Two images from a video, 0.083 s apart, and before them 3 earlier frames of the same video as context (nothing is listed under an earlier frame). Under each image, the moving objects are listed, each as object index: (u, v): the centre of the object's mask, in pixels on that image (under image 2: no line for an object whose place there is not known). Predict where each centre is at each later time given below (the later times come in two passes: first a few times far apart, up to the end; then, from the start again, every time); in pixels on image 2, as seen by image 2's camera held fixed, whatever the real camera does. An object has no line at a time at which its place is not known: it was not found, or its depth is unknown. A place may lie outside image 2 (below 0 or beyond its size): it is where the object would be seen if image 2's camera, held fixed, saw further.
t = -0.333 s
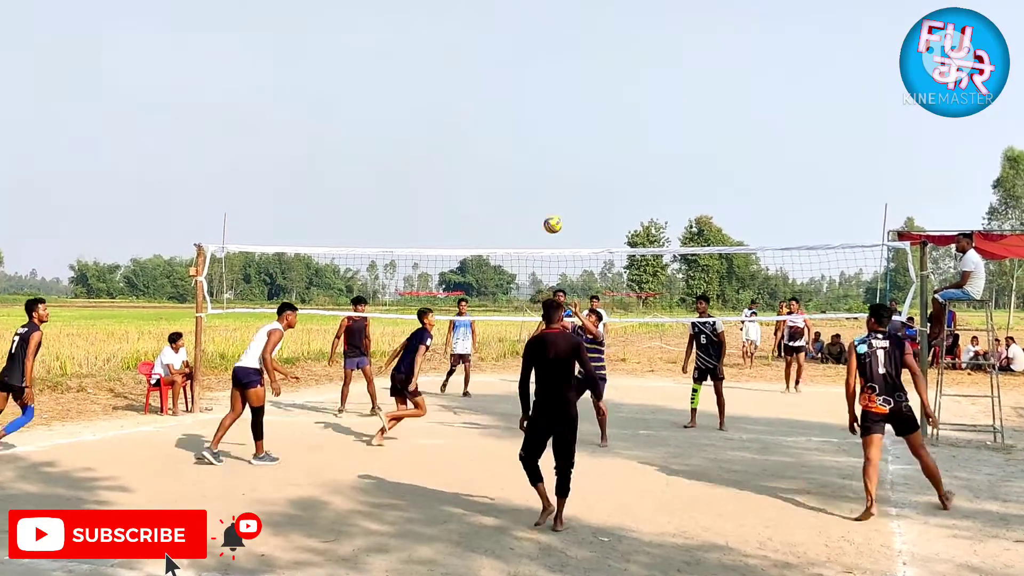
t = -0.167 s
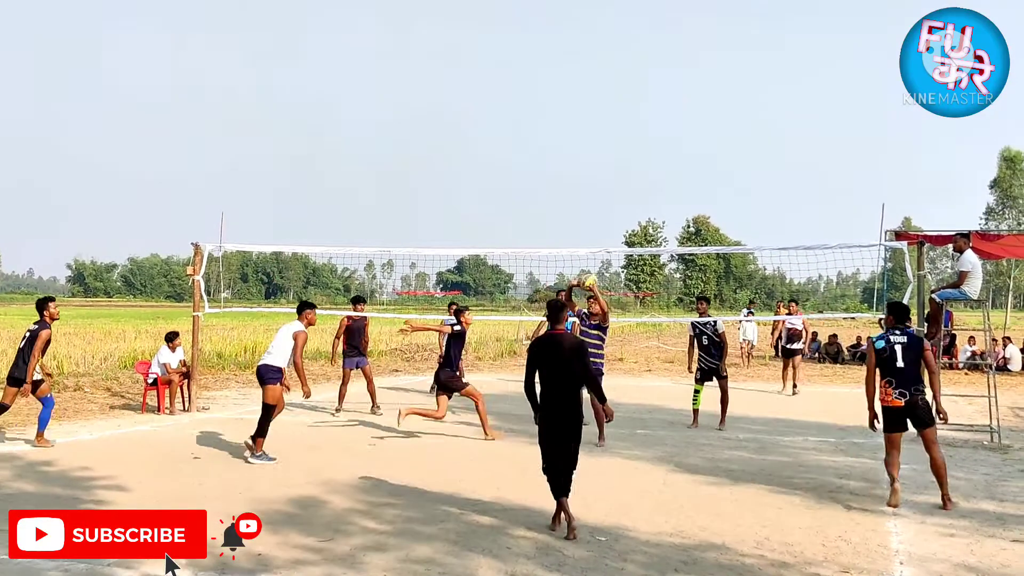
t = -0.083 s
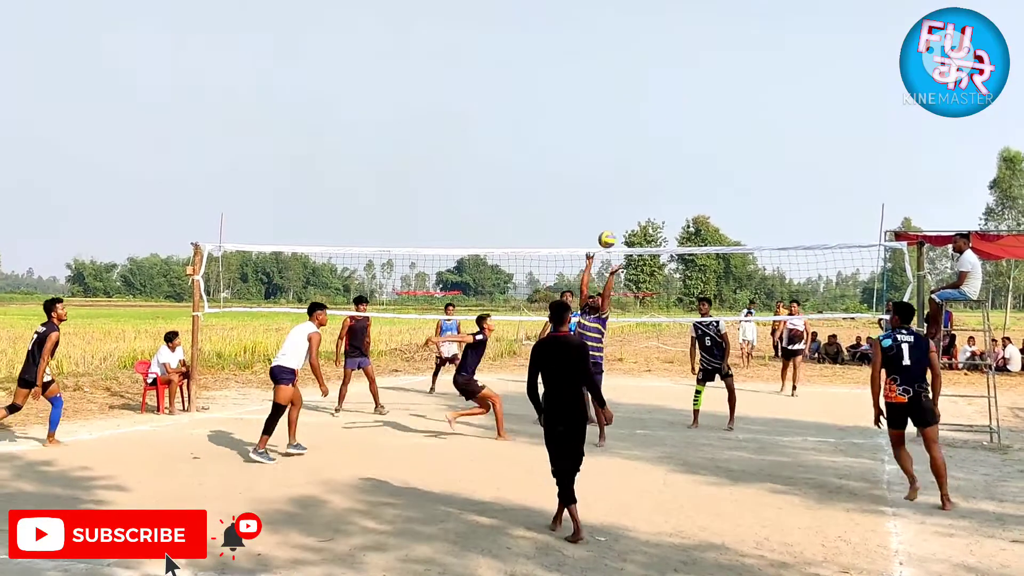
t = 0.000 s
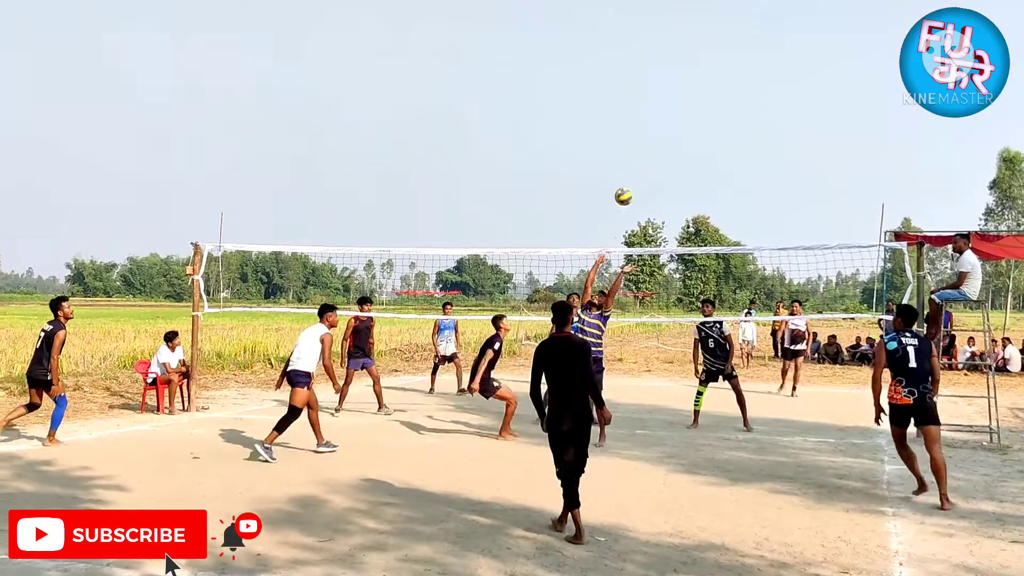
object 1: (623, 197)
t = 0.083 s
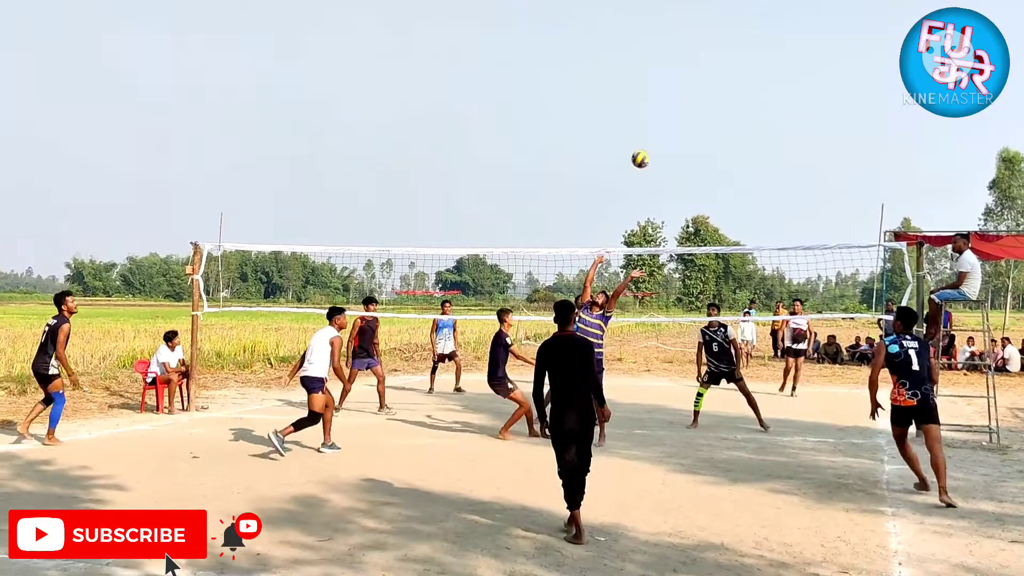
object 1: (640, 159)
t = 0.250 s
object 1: (674, 102)
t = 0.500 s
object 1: (725, 62)
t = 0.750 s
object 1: (777, 76)
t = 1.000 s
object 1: (830, 147)
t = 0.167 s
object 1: (657, 128)
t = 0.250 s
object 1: (674, 102)
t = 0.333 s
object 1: (691, 83)
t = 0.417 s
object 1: (708, 69)
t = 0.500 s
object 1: (725, 62)
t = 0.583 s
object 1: (742, 60)
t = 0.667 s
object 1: (760, 64)
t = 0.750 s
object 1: (777, 76)
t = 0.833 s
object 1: (794, 93)
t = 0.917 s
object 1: (812, 117)
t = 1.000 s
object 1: (830, 147)
